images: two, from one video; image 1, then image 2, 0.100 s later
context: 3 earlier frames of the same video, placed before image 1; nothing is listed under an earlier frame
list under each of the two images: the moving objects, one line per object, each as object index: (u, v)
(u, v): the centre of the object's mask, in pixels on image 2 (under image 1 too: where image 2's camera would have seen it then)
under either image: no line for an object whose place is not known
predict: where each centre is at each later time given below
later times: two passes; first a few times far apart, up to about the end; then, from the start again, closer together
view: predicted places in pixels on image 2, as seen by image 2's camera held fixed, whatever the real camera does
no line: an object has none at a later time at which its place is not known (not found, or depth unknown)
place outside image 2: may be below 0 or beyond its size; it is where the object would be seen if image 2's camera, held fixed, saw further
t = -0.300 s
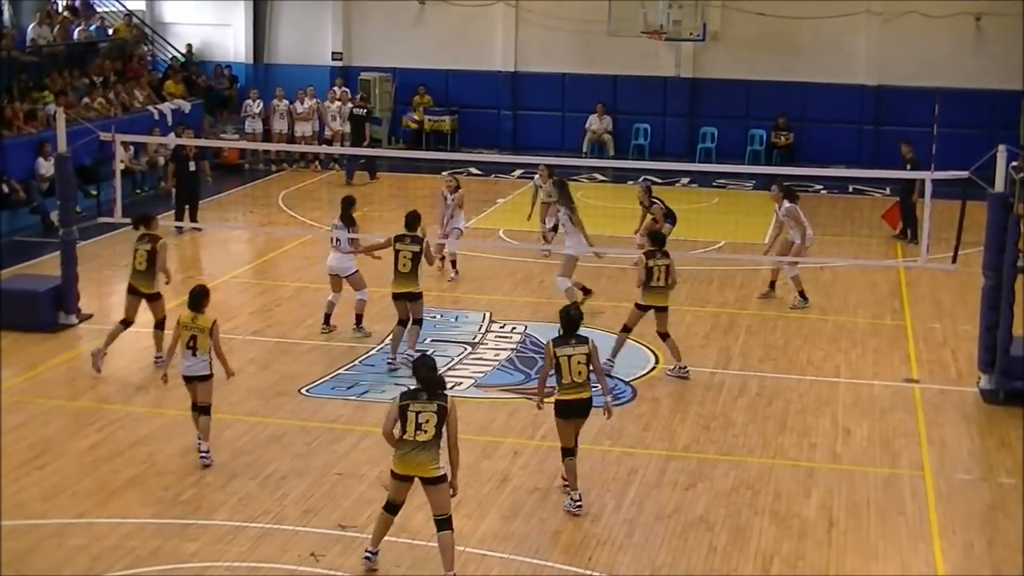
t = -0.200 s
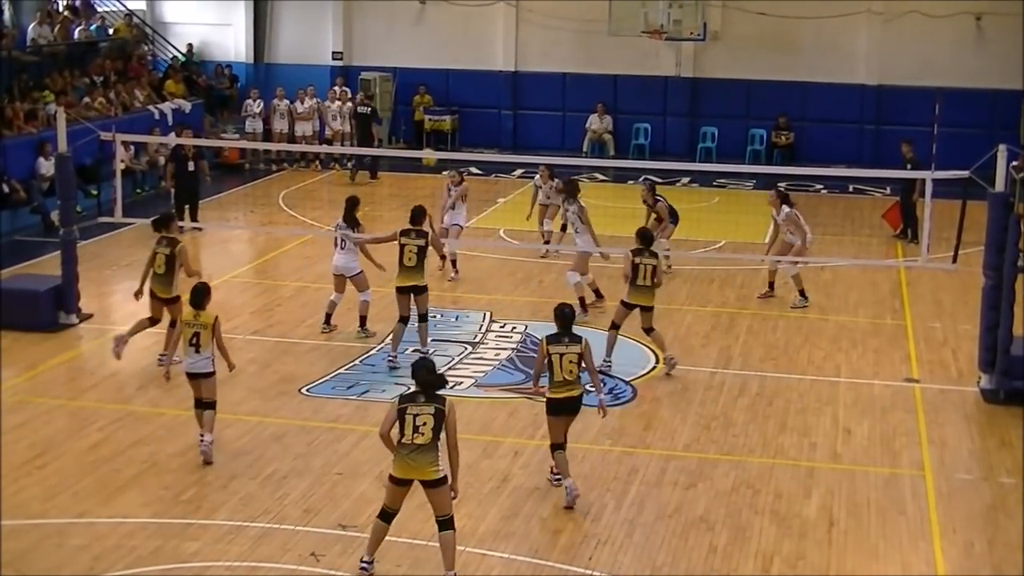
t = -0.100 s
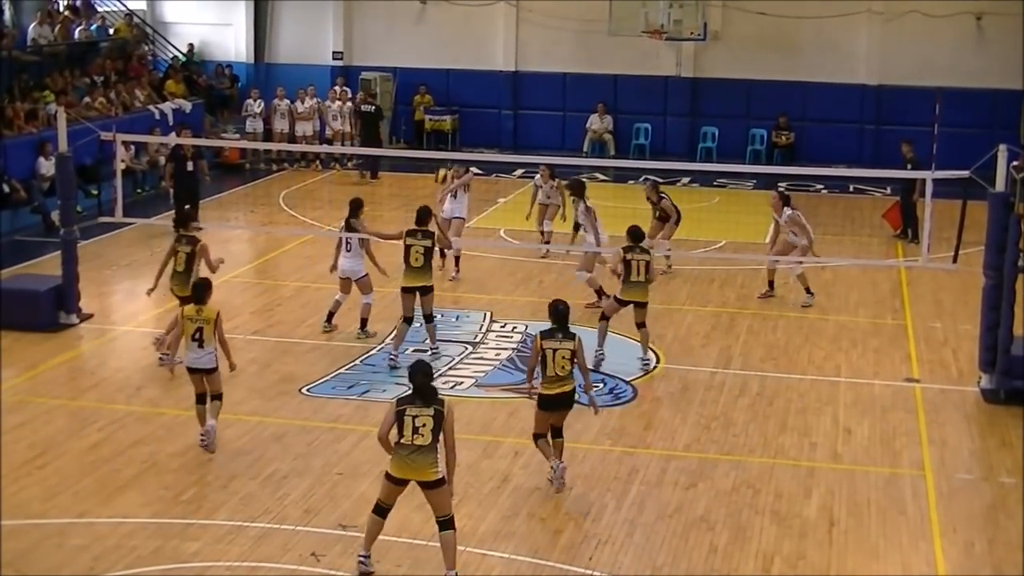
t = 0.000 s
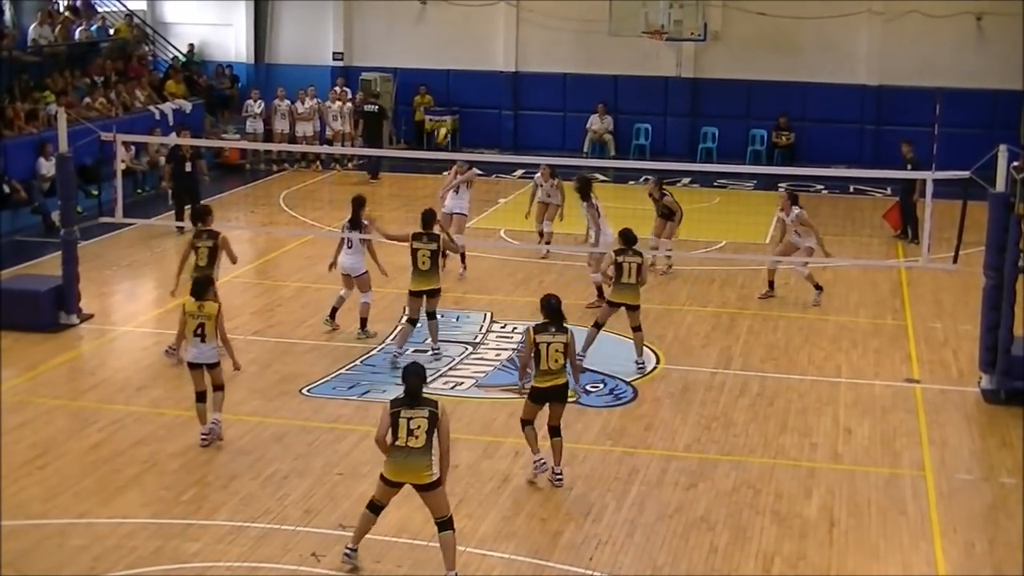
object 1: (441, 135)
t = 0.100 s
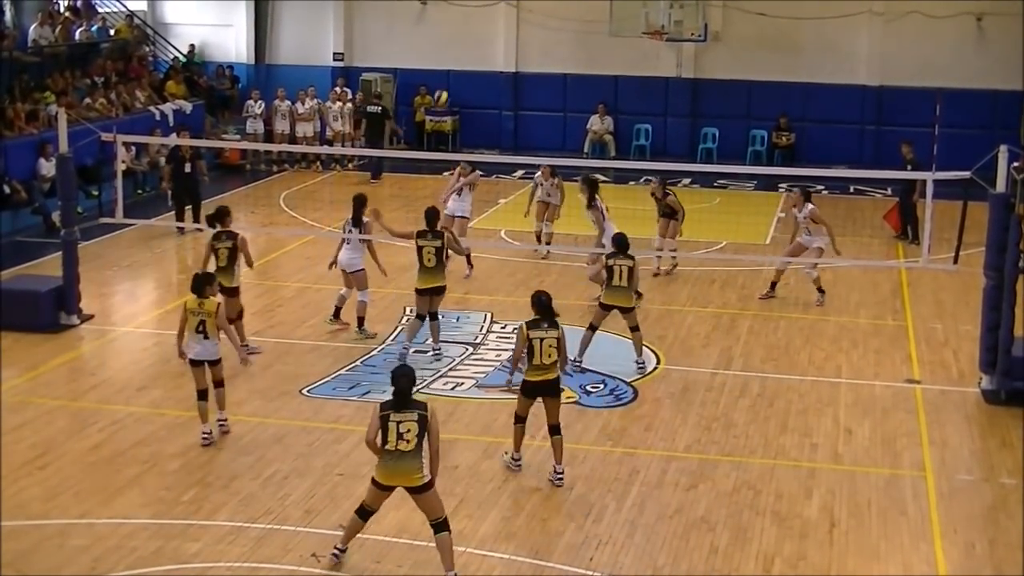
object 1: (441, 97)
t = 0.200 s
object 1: (439, 67)
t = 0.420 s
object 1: (435, 28)
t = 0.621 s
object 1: (431, 23)
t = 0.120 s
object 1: (441, 91)
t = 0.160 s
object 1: (441, 78)
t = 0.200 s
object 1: (439, 67)
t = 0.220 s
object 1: (439, 63)
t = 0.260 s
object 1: (438, 53)
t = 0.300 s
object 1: (438, 45)
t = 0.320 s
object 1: (437, 42)
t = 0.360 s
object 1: (437, 35)
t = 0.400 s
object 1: (436, 30)
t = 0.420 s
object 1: (435, 28)
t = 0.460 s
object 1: (435, 25)
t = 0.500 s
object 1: (434, 22)
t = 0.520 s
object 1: (434, 22)
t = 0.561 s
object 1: (433, 21)
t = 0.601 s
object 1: (432, 22)
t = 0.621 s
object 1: (431, 23)
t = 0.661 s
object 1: (430, 26)
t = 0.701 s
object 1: (429, 30)
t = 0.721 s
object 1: (428, 33)
